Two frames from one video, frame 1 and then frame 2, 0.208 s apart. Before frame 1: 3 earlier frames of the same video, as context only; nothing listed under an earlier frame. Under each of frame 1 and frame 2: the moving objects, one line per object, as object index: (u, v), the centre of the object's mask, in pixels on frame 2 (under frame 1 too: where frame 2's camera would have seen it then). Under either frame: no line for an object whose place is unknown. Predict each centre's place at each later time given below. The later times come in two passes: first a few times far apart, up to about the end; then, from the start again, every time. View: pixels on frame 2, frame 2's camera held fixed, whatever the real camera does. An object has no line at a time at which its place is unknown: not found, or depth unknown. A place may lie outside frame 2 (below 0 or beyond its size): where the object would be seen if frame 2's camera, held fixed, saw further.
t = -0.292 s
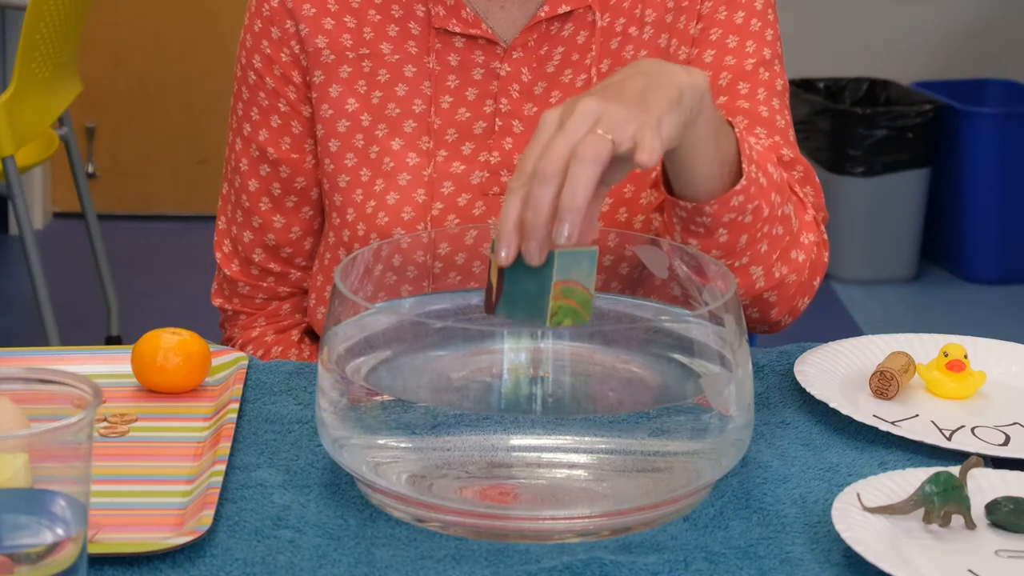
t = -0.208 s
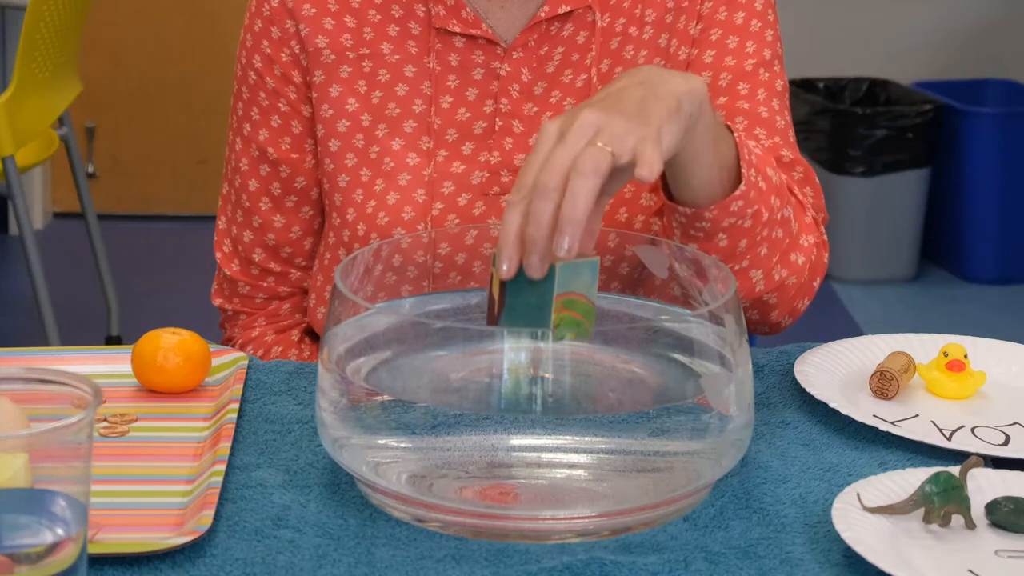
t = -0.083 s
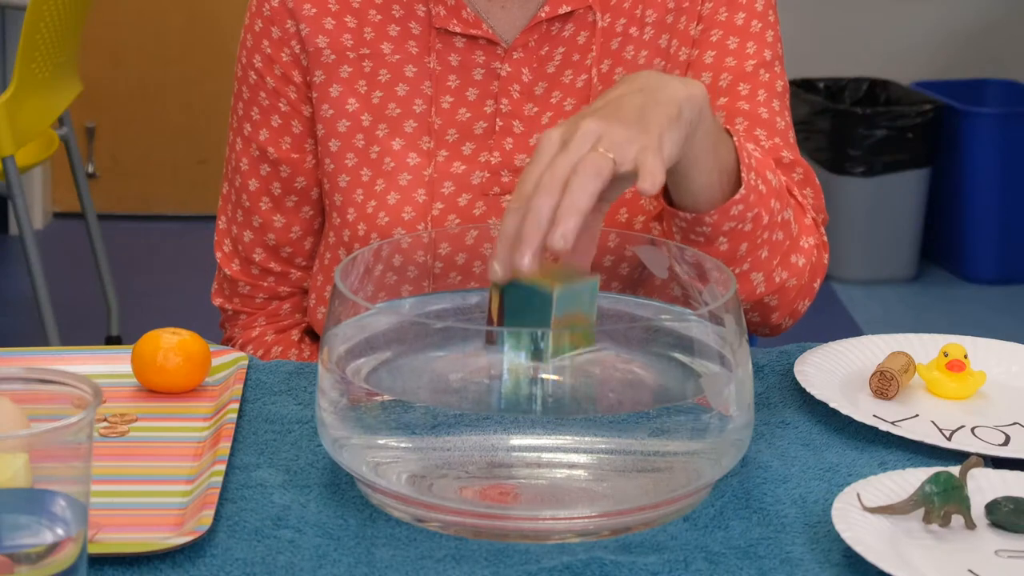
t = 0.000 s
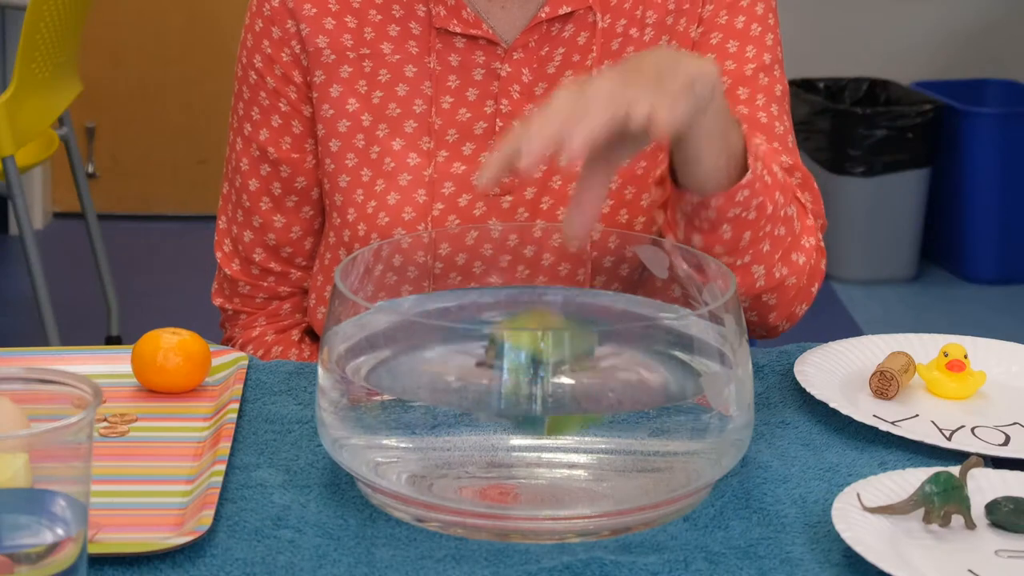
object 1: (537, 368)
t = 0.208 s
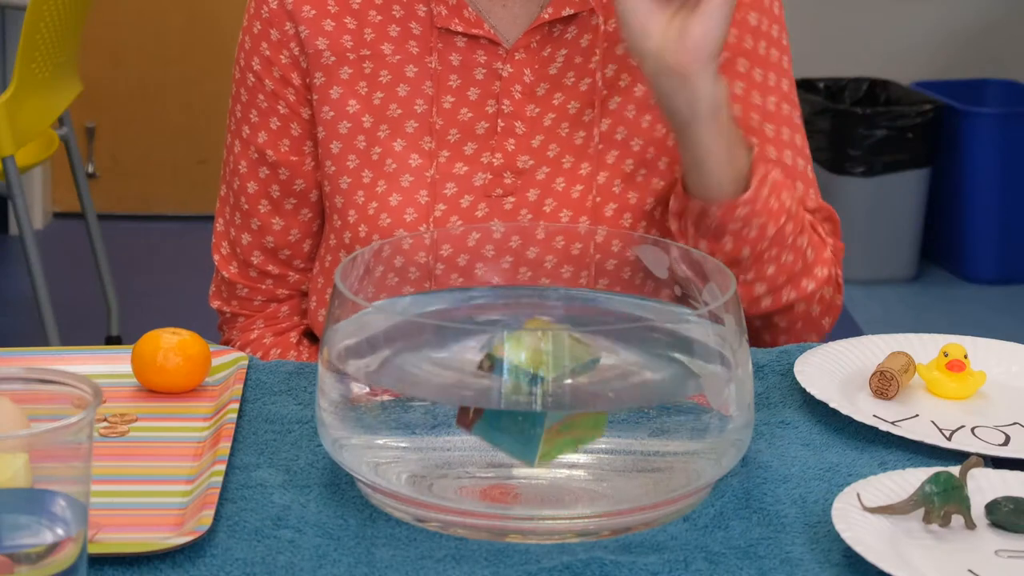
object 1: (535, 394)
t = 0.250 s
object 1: (535, 377)
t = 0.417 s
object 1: (537, 352)
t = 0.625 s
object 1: (537, 379)
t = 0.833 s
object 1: (533, 371)
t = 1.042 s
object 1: (534, 381)
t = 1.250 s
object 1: (530, 379)
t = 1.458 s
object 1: (528, 387)
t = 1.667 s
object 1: (528, 385)
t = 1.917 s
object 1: (521, 391)
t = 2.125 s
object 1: (519, 392)
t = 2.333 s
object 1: (516, 395)
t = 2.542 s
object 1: (513, 396)
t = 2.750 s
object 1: (512, 400)
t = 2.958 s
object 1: (507, 400)
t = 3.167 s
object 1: (504, 401)
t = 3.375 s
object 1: (504, 403)
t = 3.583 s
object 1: (501, 405)
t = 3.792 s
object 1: (500, 406)
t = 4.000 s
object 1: (499, 409)
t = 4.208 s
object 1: (496, 408)
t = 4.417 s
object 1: (496, 411)
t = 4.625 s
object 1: (495, 410)
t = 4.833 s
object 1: (493, 411)
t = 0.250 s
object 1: (535, 377)
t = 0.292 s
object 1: (536, 361)
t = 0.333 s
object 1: (537, 348)
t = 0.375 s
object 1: (537, 345)
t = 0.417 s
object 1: (537, 352)
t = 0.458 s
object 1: (536, 366)
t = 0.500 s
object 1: (537, 378)
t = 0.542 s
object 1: (535, 384)
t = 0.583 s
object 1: (534, 384)
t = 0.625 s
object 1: (537, 379)
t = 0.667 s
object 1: (535, 375)
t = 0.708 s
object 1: (533, 370)
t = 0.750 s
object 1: (534, 350)
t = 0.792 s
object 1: (532, 352)
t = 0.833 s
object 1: (533, 371)
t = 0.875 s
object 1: (538, 378)
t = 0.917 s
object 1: (537, 379)
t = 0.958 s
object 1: (537, 378)
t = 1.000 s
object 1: (536, 380)
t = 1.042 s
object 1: (534, 381)
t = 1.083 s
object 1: (532, 377)
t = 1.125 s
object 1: (531, 373)
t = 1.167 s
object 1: (532, 369)
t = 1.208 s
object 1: (531, 376)
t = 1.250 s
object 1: (530, 379)
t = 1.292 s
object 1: (529, 379)
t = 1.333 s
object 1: (528, 382)
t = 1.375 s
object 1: (527, 385)
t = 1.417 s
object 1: (526, 387)
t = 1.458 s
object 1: (528, 387)
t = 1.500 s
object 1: (528, 386)
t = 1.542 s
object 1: (527, 385)
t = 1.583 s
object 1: (528, 384)
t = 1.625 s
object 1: (529, 384)
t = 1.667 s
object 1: (528, 385)
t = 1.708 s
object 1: (527, 387)
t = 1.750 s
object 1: (526, 389)
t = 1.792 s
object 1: (525, 391)
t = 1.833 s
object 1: (524, 392)
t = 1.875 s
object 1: (522, 392)
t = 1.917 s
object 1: (521, 391)
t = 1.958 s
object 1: (521, 390)
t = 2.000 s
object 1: (521, 389)
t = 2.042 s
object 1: (521, 389)
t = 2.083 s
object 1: (520, 390)
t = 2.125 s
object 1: (519, 392)
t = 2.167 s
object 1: (519, 394)
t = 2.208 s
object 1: (517, 396)
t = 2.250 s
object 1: (517, 397)
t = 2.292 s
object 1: (517, 397)
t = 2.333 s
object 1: (516, 395)
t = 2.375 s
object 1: (515, 394)
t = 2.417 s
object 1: (514, 393)
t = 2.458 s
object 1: (514, 394)
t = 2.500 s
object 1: (514, 395)
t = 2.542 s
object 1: (513, 396)
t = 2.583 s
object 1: (512, 398)
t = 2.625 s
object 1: (511, 399)
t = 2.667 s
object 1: (511, 400)
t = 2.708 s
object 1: (511, 400)
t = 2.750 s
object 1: (512, 400)
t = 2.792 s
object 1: (512, 400)
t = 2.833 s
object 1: (510, 400)
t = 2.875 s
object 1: (508, 400)
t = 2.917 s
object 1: (507, 400)
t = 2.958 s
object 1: (507, 400)
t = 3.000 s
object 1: (507, 401)
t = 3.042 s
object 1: (506, 402)
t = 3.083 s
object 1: (505, 402)
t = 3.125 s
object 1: (504, 401)
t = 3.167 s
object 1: (504, 401)
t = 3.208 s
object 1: (504, 401)
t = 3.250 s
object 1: (504, 402)
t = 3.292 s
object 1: (505, 402)
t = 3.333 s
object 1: (504, 403)
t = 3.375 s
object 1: (504, 403)
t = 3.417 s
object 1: (504, 404)
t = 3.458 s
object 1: (503, 404)
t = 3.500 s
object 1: (502, 405)
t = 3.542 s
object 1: (502, 405)
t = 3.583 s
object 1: (501, 405)
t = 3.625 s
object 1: (501, 404)
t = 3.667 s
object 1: (500, 404)
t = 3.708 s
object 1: (500, 405)
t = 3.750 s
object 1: (500, 405)
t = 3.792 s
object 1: (500, 406)
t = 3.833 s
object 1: (500, 407)
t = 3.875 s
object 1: (500, 408)
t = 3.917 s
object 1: (499, 408)
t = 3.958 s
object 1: (499, 409)
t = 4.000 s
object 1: (499, 409)
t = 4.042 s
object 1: (499, 408)
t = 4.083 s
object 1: (498, 408)
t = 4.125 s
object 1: (497, 408)
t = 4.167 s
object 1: (497, 408)
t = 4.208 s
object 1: (496, 408)
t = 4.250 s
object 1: (496, 408)
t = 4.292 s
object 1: (496, 409)
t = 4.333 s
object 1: (496, 409)
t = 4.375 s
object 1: (497, 410)
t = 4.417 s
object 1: (496, 411)
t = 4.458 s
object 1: (496, 411)
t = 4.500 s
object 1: (496, 411)
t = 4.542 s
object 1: (496, 411)
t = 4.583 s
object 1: (495, 410)
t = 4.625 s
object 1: (495, 410)
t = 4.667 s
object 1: (495, 410)
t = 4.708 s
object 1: (494, 410)
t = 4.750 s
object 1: (493, 411)
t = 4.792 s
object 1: (493, 411)
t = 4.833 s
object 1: (493, 411)
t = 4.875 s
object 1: (493, 411)
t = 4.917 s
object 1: (493, 411)
